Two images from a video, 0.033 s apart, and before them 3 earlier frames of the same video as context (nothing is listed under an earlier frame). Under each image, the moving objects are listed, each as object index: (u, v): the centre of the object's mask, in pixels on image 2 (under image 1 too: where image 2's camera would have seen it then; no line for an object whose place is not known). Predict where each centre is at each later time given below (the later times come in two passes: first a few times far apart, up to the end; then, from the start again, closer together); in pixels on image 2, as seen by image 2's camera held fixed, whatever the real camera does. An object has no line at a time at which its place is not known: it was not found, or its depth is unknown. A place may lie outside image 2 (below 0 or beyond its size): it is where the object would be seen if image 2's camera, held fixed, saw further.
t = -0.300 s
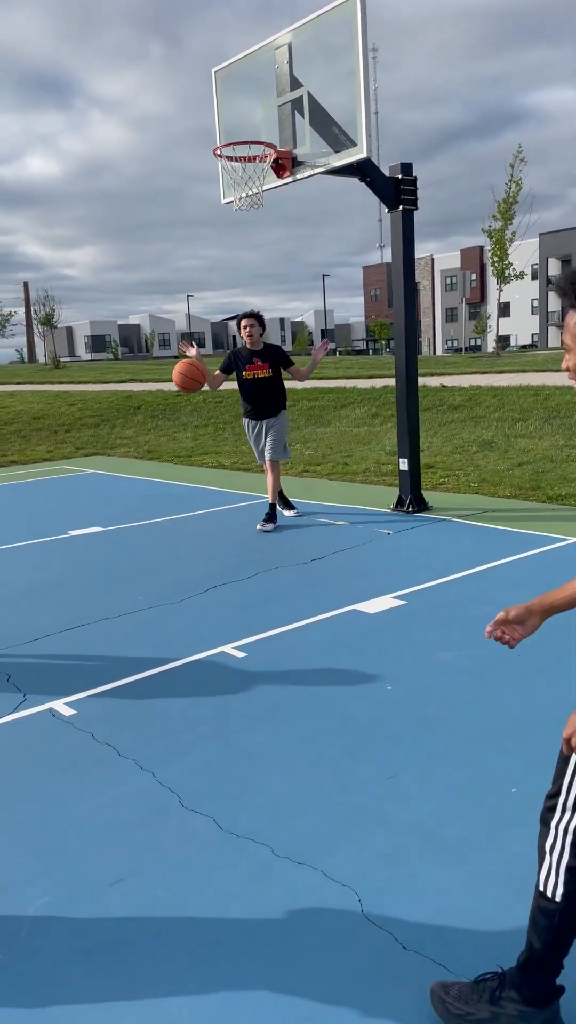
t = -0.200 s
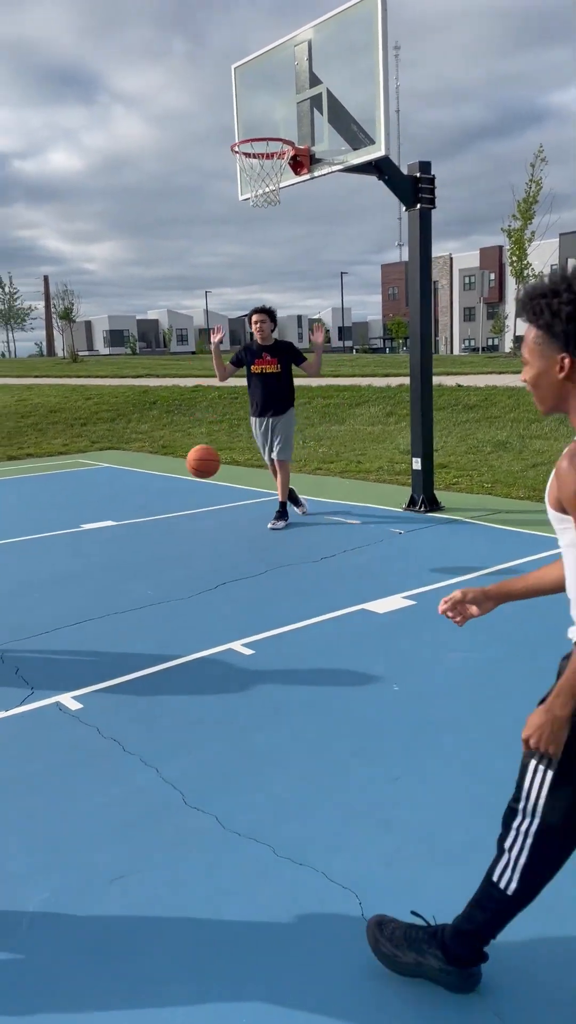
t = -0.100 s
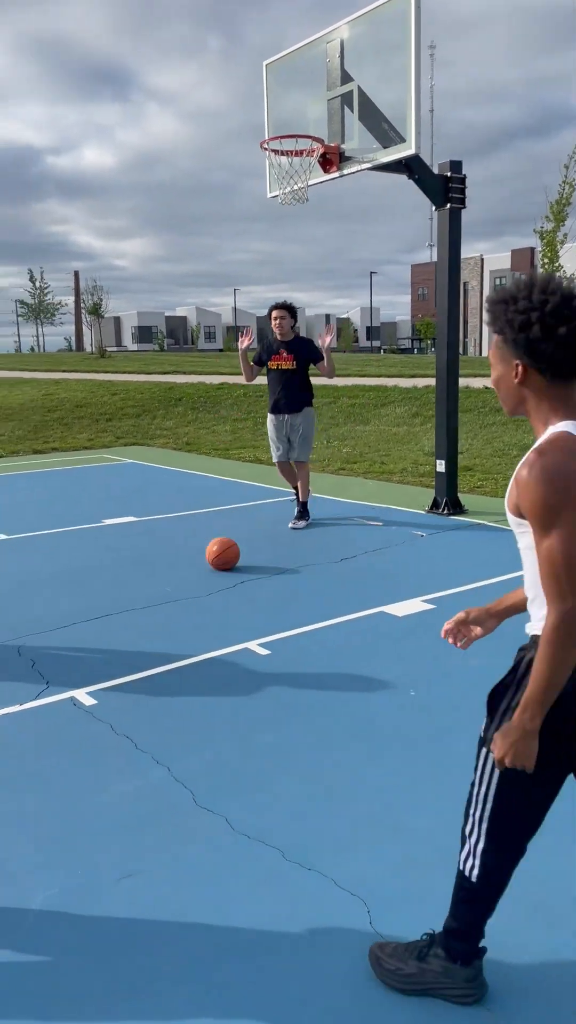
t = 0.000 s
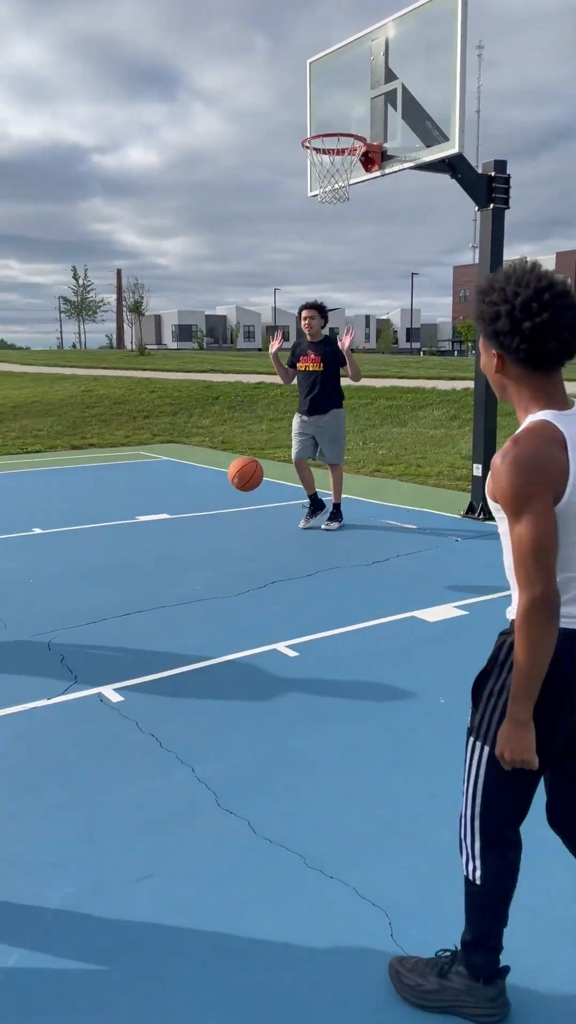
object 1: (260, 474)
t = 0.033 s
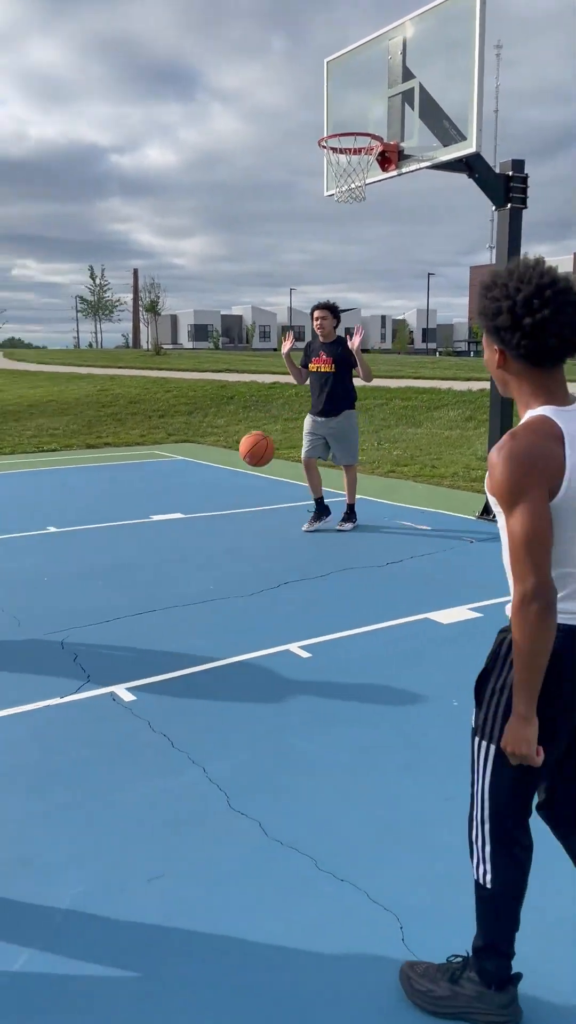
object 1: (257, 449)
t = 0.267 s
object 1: (237, 305)
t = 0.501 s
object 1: (217, 229)
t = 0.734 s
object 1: (195, 251)
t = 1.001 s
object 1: (173, 412)
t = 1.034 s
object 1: (171, 443)
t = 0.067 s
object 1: (254, 425)
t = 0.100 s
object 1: (251, 402)
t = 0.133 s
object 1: (248, 381)
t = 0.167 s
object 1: (245, 360)
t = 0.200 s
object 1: (242, 341)
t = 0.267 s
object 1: (237, 305)
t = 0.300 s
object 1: (234, 290)
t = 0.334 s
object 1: (232, 275)
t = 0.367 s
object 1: (230, 263)
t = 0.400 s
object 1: (226, 251)
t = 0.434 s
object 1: (223, 242)
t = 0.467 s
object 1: (220, 235)
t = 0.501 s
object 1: (217, 229)
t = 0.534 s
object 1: (214, 226)
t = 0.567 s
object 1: (210, 225)
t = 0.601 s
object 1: (207, 225)
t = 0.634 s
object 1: (204, 229)
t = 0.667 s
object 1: (201, 234)
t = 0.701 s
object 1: (198, 242)
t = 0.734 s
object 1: (195, 251)
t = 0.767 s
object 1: (192, 263)
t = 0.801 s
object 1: (189, 276)
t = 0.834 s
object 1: (185, 293)
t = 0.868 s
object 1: (182, 312)
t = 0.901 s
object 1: (179, 333)
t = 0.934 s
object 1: (177, 357)
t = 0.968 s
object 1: (176, 384)
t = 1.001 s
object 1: (173, 412)
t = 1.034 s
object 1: (171, 443)
